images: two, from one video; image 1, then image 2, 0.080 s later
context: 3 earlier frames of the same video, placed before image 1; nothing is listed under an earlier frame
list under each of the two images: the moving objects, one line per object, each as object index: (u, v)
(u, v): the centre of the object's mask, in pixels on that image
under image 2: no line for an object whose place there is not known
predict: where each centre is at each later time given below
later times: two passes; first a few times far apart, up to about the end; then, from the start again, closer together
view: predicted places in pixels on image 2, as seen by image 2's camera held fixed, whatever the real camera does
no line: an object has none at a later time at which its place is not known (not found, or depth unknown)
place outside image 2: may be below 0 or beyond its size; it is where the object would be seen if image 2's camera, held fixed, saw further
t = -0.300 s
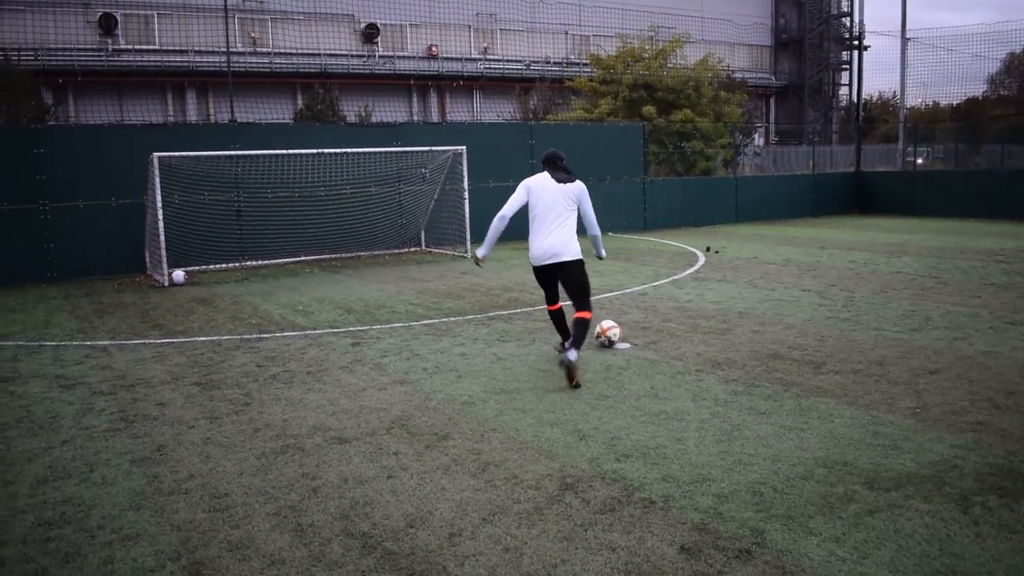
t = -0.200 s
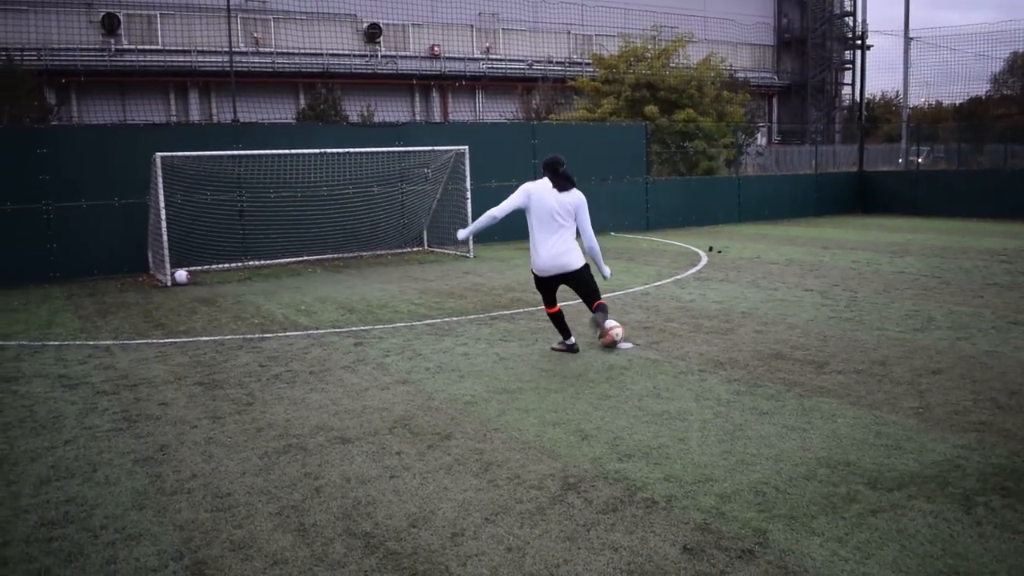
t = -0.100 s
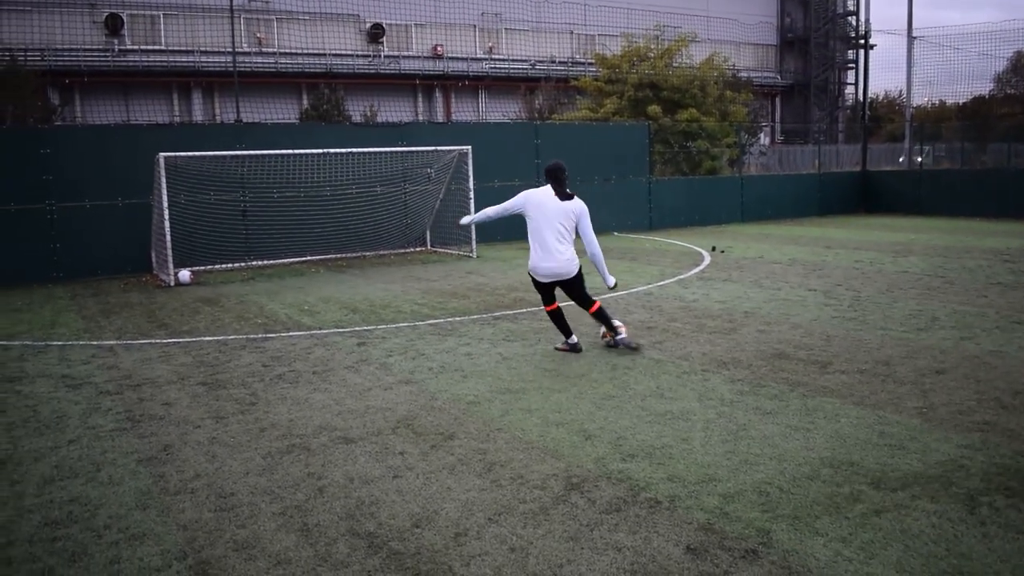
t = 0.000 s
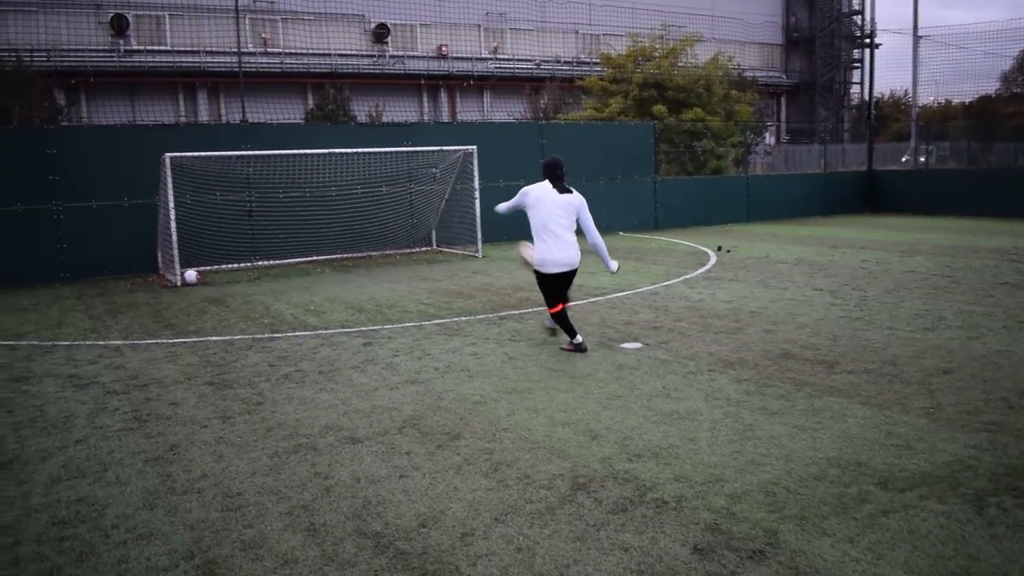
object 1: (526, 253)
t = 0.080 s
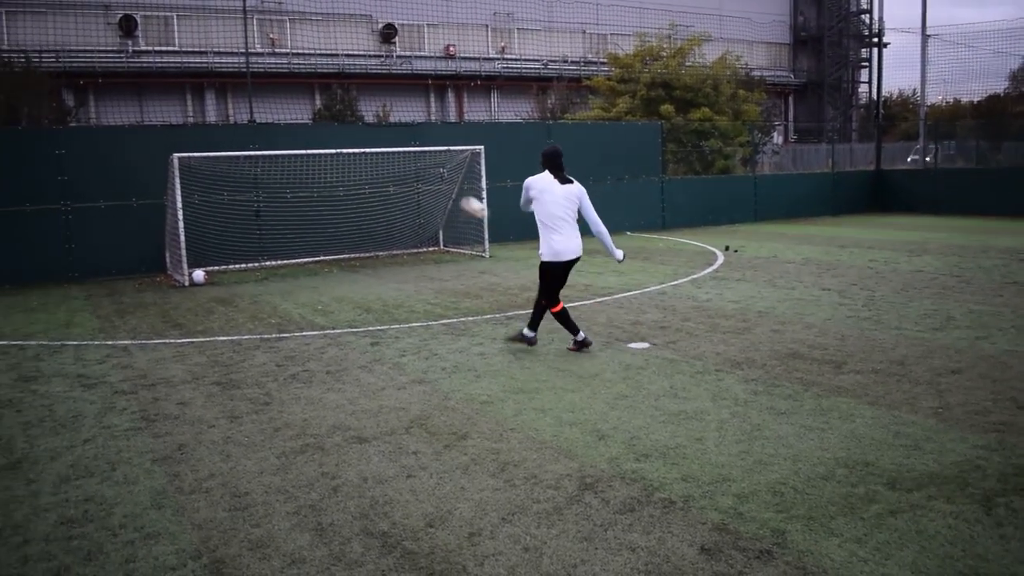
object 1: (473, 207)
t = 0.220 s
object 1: (392, 155)
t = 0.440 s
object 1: (302, 118)
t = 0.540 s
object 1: (271, 115)
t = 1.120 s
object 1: (280, 113)
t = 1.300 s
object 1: (290, 146)
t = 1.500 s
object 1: (304, 207)
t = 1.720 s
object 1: (308, 240)
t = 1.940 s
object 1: (301, 214)
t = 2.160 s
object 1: (304, 217)
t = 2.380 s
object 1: (309, 247)
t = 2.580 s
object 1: (307, 250)
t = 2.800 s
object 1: (306, 256)
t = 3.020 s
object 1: (306, 253)
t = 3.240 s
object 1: (307, 256)
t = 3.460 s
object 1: (308, 256)
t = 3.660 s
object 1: (309, 257)
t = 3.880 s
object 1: (310, 256)
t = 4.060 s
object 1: (309, 257)
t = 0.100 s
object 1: (460, 197)
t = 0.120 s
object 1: (447, 190)
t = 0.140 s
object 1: (435, 180)
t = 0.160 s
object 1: (422, 172)
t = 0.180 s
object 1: (412, 167)
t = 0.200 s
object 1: (402, 160)
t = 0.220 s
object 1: (392, 155)
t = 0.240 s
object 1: (380, 150)
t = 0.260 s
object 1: (371, 144)
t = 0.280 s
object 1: (362, 140)
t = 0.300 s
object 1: (353, 136)
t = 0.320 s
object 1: (345, 132)
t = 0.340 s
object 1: (337, 129)
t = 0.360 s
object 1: (330, 126)
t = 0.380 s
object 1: (322, 123)
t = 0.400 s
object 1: (315, 121)
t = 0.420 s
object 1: (308, 120)
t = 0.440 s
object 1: (302, 118)
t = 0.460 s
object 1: (294, 116)
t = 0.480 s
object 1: (288, 116)
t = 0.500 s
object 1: (282, 115)
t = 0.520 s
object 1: (276, 115)
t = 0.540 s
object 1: (271, 115)
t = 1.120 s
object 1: (280, 113)
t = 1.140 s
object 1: (281, 116)
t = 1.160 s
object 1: (282, 120)
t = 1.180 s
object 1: (283, 124)
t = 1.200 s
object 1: (283, 128)
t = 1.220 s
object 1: (285, 131)
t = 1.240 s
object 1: (286, 135)
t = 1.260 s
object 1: (288, 140)
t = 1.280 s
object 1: (289, 143)
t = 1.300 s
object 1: (290, 146)
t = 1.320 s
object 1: (293, 153)
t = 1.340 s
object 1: (293, 159)
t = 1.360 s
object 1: (294, 164)
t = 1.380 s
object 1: (295, 169)
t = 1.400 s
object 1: (297, 175)
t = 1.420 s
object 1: (298, 181)
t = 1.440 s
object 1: (298, 188)
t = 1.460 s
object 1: (300, 194)
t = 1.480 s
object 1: (302, 201)
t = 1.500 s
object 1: (304, 207)
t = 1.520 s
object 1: (305, 215)
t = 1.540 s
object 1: (307, 223)
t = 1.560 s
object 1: (308, 230)
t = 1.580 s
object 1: (309, 238)
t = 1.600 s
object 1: (311, 246)
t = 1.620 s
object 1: (312, 254)
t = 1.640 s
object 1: (312, 256)
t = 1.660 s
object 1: (311, 252)
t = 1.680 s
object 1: (310, 248)
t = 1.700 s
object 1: (309, 244)
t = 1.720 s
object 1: (308, 240)
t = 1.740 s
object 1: (308, 236)
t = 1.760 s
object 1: (307, 233)
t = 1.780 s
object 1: (306, 230)
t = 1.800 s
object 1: (305, 227)
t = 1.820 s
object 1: (305, 224)
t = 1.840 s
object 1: (304, 221)
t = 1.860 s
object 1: (303, 219)
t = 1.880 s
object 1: (302, 218)
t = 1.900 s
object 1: (301, 217)
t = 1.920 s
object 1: (301, 214)
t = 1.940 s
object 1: (301, 214)
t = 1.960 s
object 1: (302, 213)
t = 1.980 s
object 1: (302, 212)
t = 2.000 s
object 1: (302, 212)
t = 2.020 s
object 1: (302, 212)
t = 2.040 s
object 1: (302, 211)
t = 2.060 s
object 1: (303, 212)
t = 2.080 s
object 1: (303, 213)
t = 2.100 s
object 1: (303, 213)
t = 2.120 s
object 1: (304, 214)
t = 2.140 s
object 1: (304, 215)
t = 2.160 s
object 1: (304, 217)
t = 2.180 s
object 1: (304, 218)
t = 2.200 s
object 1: (305, 220)
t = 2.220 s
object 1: (305, 222)
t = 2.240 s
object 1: (306, 225)
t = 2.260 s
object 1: (306, 226)
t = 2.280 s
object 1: (306, 230)
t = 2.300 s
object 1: (307, 233)
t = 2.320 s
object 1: (307, 236)
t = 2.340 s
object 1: (308, 239)
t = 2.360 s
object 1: (308, 243)
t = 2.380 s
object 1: (309, 247)
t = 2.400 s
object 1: (309, 251)
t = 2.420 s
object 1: (309, 256)
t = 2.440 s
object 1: (310, 257)
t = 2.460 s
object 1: (309, 256)
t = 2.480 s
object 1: (309, 255)
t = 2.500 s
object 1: (308, 254)
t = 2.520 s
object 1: (308, 252)
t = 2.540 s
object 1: (307, 251)
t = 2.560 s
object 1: (307, 251)
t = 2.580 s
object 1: (307, 250)
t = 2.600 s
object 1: (306, 250)
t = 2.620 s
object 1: (307, 250)
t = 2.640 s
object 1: (307, 250)
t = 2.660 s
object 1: (307, 249)
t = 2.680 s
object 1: (307, 250)
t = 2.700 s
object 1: (306, 251)
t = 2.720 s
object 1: (306, 251)
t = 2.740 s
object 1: (306, 254)
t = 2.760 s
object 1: (306, 255)
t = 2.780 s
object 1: (306, 256)
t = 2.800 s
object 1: (306, 256)
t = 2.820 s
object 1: (306, 255)
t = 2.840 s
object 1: (306, 255)
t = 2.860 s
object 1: (306, 254)
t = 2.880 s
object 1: (306, 253)
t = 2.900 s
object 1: (305, 254)
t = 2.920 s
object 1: (305, 254)
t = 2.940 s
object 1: (305, 254)
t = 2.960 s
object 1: (305, 253)
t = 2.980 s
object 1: (305, 253)
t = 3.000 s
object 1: (306, 253)
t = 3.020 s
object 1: (306, 253)
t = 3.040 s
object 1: (306, 253)
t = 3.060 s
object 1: (306, 253)
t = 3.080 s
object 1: (306, 254)
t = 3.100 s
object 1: (306, 254)
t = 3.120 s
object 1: (306, 254)
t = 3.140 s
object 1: (306, 254)
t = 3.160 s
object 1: (307, 254)
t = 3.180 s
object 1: (307, 255)
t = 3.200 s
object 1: (307, 256)
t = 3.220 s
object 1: (307, 256)
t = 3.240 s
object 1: (307, 256)
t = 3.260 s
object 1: (307, 256)
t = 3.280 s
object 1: (308, 256)
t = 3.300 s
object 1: (308, 256)
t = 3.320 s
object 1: (308, 256)
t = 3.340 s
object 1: (309, 256)
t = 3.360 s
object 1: (308, 256)
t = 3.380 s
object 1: (308, 256)
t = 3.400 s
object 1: (308, 256)
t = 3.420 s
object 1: (308, 256)
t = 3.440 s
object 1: (308, 256)
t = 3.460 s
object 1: (308, 256)
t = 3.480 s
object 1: (308, 257)
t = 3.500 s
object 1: (308, 257)
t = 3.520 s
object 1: (308, 257)
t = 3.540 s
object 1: (308, 257)
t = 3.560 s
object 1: (309, 257)
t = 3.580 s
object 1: (309, 257)
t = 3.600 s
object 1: (308, 257)
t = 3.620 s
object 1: (308, 257)
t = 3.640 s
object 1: (309, 257)
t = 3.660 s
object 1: (309, 257)
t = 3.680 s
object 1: (309, 257)
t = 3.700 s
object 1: (309, 257)
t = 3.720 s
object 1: (309, 257)
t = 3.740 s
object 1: (309, 256)
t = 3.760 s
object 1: (310, 256)
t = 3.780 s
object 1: (309, 256)
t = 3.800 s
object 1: (310, 256)
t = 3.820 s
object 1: (310, 257)
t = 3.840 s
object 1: (310, 257)
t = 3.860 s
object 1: (310, 256)
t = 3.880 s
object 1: (310, 256)
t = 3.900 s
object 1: (310, 256)
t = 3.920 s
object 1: (310, 257)
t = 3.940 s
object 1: (310, 257)
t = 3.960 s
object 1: (310, 256)
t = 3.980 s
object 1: (310, 256)
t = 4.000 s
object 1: (309, 257)
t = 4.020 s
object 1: (309, 257)
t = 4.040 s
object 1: (309, 257)
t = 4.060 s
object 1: (309, 257)
